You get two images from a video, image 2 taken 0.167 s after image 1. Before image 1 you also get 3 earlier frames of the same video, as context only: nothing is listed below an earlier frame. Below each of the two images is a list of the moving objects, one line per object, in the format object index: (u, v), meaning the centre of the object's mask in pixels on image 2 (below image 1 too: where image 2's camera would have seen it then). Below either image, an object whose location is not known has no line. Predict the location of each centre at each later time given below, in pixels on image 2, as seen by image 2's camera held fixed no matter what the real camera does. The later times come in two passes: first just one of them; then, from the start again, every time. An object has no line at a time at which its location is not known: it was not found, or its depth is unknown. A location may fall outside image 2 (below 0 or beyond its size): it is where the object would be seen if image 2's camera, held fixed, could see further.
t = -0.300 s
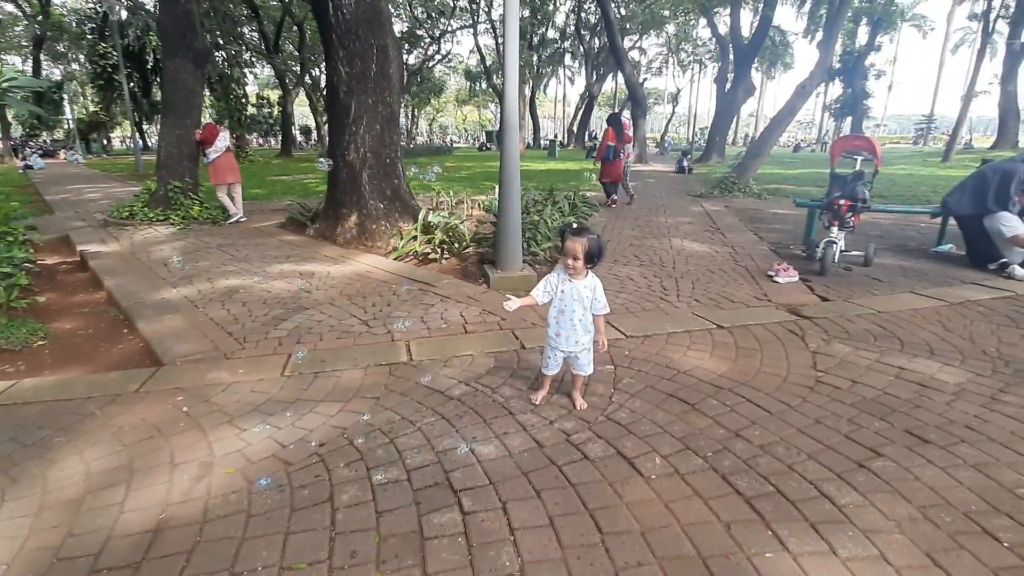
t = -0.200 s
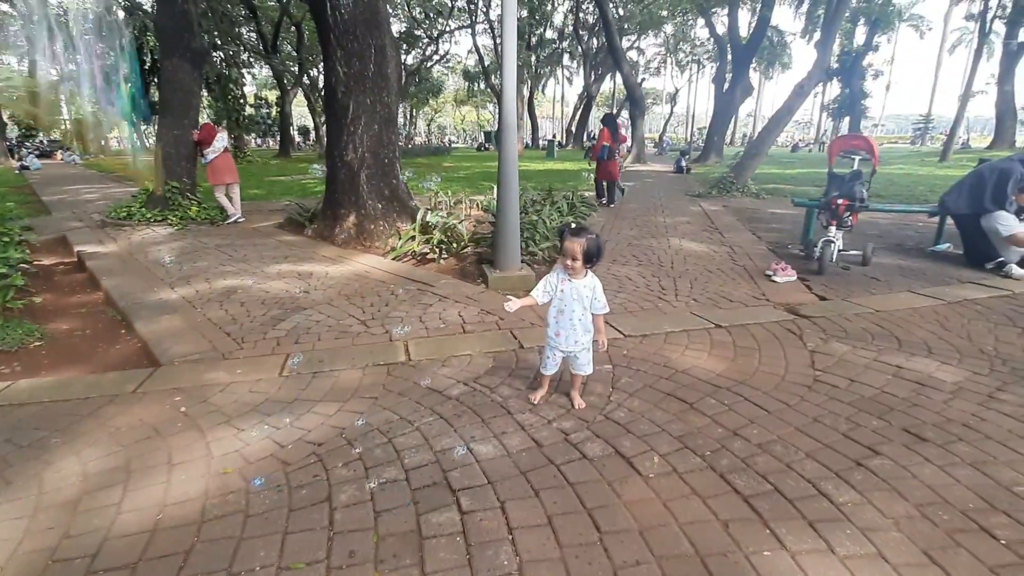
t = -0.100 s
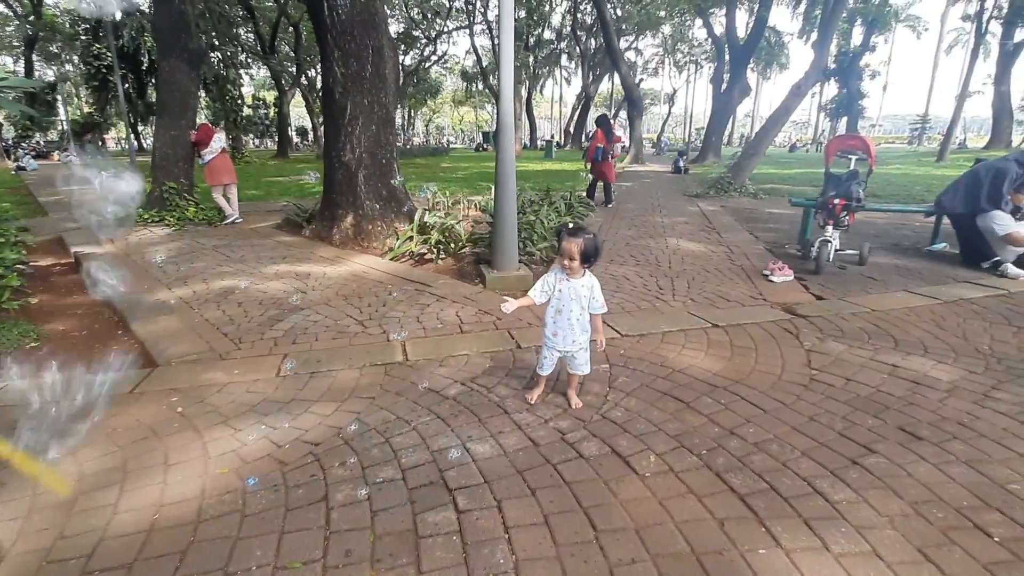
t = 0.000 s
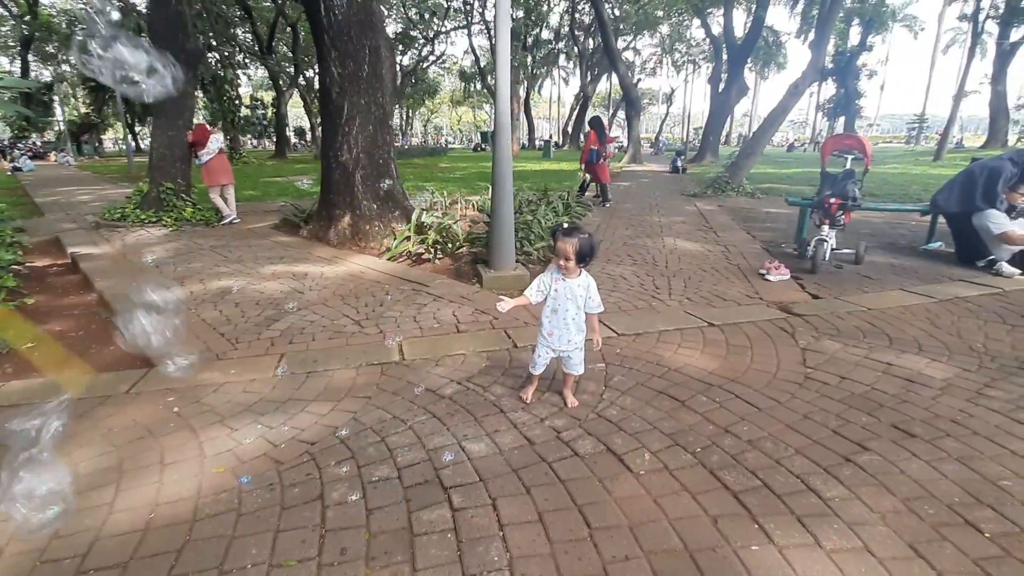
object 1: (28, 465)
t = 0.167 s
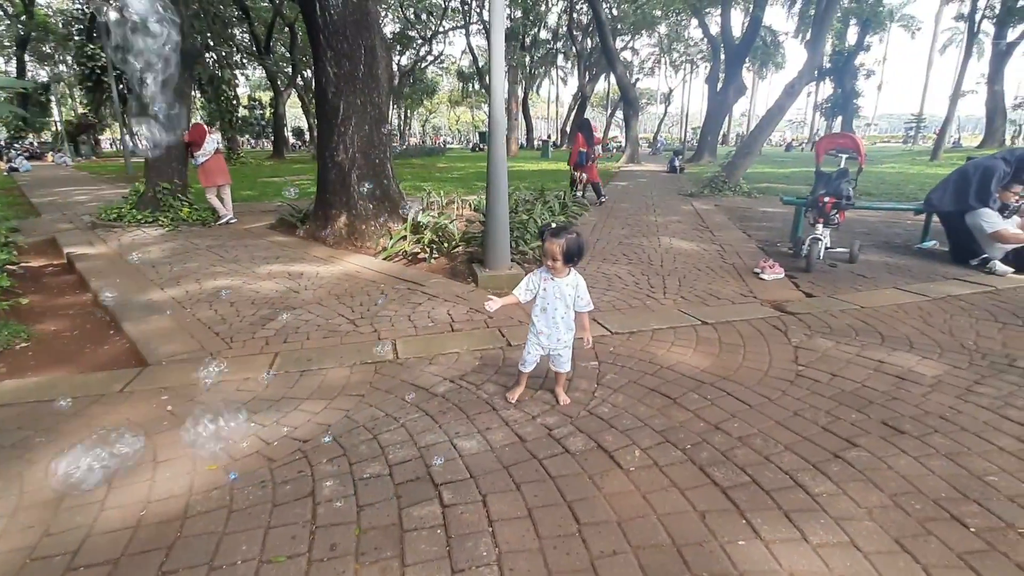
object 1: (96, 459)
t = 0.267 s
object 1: (122, 460)
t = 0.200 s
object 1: (107, 457)
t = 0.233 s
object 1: (115, 458)
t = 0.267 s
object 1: (122, 460)
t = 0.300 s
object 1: (130, 462)
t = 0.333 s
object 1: (134, 463)
